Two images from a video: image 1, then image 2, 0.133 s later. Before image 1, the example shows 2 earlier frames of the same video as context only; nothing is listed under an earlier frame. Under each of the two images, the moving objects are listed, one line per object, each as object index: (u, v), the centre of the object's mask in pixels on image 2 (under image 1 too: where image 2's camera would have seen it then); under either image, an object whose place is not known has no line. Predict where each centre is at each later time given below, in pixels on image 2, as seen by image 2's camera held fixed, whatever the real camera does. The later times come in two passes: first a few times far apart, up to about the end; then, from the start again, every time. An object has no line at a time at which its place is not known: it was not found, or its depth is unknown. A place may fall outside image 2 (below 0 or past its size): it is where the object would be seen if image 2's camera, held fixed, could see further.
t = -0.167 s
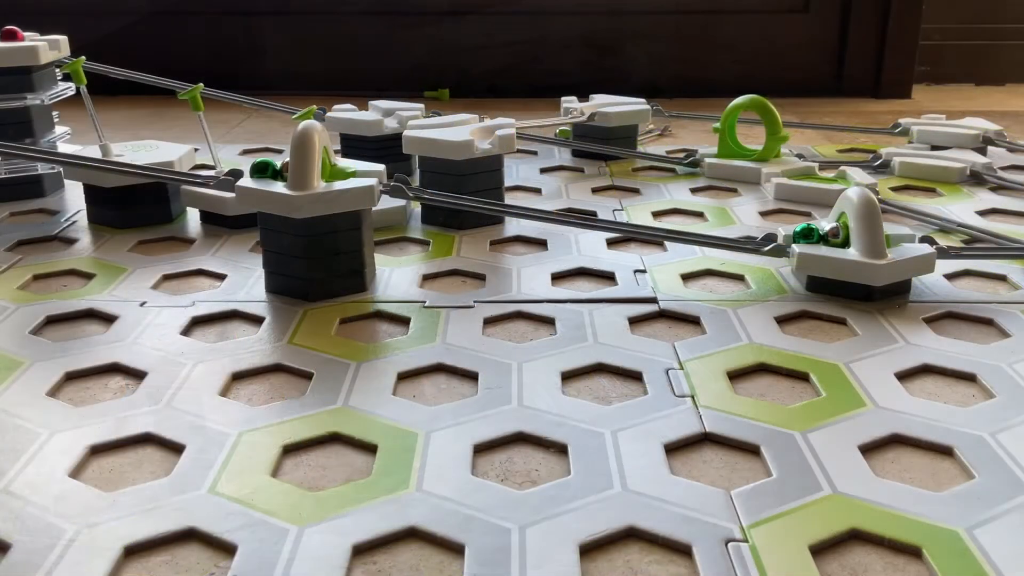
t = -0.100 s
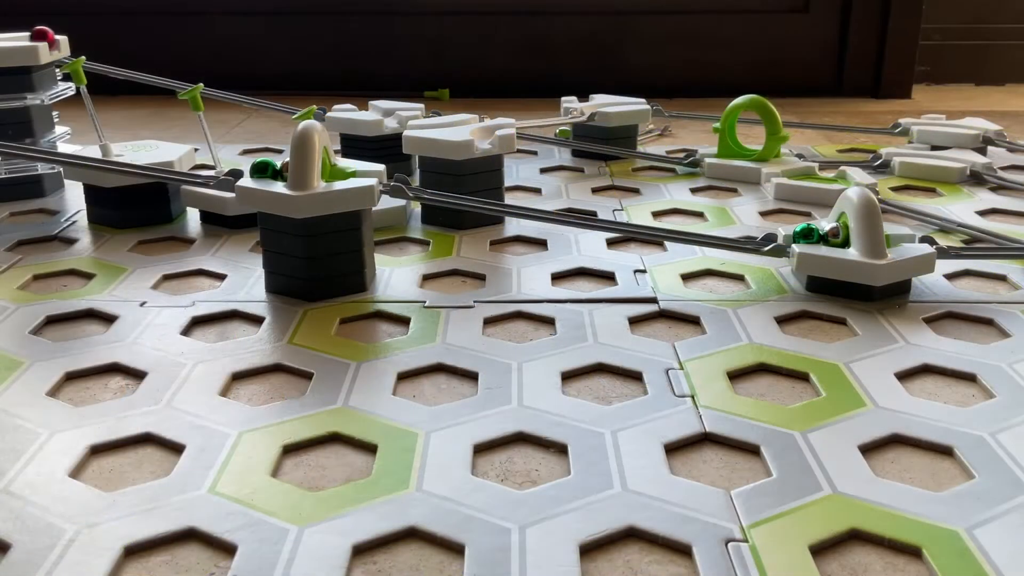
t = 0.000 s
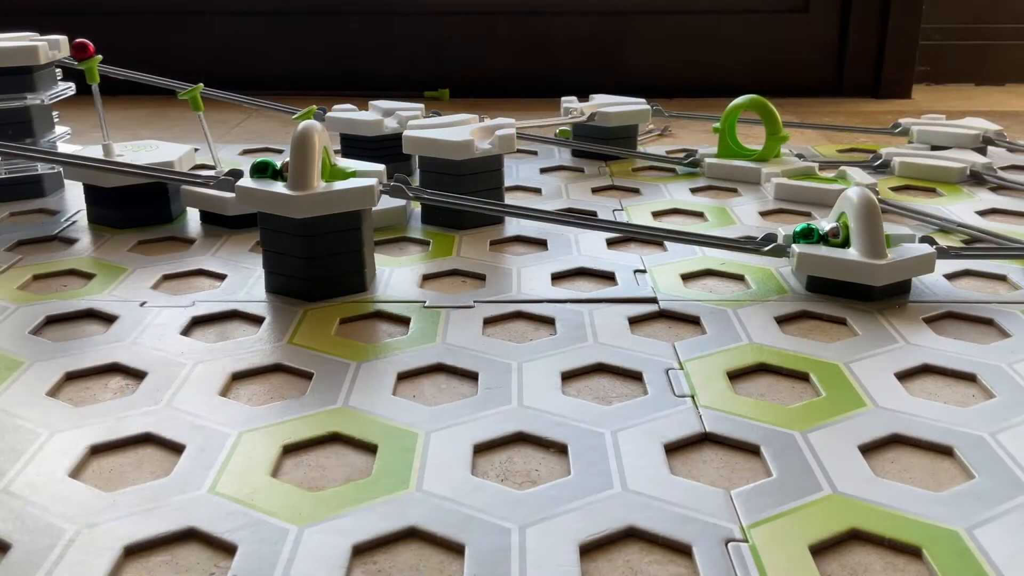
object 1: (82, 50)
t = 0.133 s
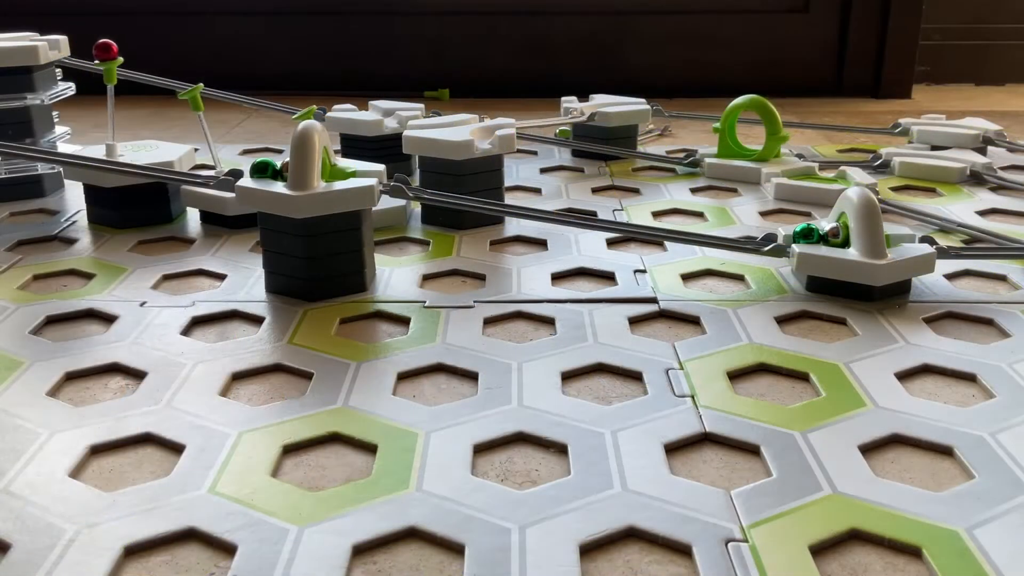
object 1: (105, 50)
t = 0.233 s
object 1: (143, 60)
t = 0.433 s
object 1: (219, 77)
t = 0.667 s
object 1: (317, 99)
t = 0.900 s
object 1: (397, 119)
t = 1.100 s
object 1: (464, 118)
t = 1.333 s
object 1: (506, 111)
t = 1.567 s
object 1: (566, 110)
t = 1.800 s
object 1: (675, 104)
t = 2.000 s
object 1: (812, 117)
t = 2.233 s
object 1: (996, 131)
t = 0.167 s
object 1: (114, 52)
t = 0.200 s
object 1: (126, 54)
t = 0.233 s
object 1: (143, 60)
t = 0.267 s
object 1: (165, 69)
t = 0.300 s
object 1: (181, 68)
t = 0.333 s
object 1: (196, 77)
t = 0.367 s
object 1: (204, 77)
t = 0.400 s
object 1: (211, 77)
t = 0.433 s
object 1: (219, 77)
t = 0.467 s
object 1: (228, 78)
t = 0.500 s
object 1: (239, 79)
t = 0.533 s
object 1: (254, 85)
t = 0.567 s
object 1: (277, 94)
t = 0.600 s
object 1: (295, 95)
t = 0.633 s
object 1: (309, 99)
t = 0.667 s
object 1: (317, 99)
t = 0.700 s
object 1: (325, 99)
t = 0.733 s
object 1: (332, 99)
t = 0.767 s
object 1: (339, 99)
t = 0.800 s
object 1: (348, 100)
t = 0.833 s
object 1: (360, 103)
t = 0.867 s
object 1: (377, 109)
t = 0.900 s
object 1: (397, 119)
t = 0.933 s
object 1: (412, 119)
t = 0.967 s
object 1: (425, 121)
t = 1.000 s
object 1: (435, 121)
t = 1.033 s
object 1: (446, 120)
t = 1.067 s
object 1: (456, 119)
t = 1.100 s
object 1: (464, 118)
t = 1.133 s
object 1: (472, 117)
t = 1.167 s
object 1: (479, 115)
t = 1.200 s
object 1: (485, 114)
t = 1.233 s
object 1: (489, 112)
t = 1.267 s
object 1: (494, 112)
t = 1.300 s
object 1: (500, 111)
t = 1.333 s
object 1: (506, 111)
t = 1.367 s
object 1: (514, 113)
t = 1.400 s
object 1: (521, 114)
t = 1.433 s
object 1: (529, 113)
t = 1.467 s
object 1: (538, 113)
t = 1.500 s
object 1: (547, 112)
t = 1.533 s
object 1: (556, 111)
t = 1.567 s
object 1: (566, 110)
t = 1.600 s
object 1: (575, 109)
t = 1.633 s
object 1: (585, 107)
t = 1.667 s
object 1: (597, 103)
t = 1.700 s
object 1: (613, 100)
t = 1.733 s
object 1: (633, 99)
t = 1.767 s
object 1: (654, 100)
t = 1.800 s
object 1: (675, 104)
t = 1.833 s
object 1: (696, 107)
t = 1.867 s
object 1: (717, 109)
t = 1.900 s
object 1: (743, 116)
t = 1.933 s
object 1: (757, 118)
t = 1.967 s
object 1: (788, 114)
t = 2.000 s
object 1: (812, 117)
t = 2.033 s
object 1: (838, 119)
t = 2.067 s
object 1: (864, 120)
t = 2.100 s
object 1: (891, 121)
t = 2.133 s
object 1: (918, 120)
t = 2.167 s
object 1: (946, 121)
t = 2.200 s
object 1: (972, 123)
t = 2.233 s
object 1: (996, 131)
